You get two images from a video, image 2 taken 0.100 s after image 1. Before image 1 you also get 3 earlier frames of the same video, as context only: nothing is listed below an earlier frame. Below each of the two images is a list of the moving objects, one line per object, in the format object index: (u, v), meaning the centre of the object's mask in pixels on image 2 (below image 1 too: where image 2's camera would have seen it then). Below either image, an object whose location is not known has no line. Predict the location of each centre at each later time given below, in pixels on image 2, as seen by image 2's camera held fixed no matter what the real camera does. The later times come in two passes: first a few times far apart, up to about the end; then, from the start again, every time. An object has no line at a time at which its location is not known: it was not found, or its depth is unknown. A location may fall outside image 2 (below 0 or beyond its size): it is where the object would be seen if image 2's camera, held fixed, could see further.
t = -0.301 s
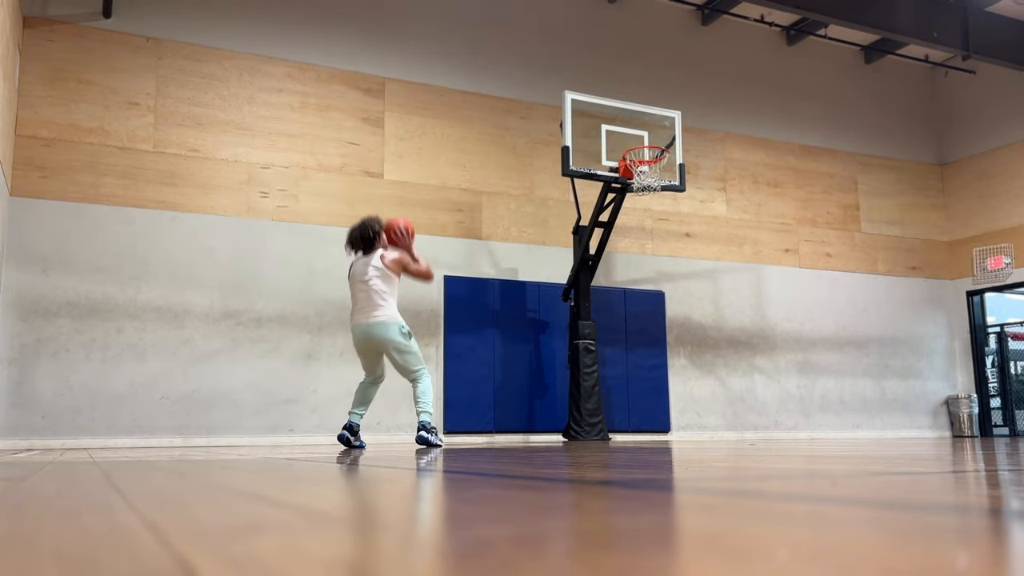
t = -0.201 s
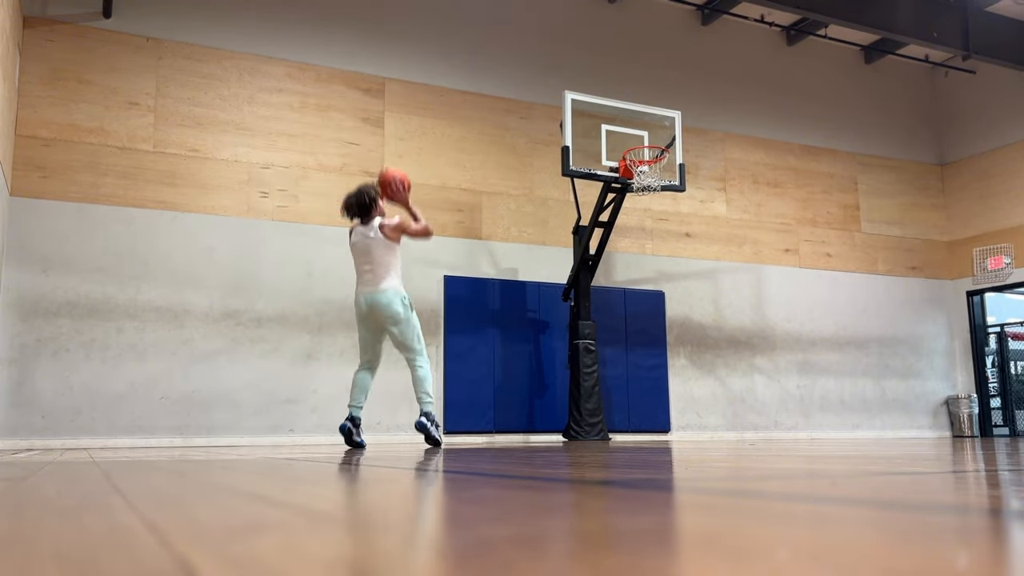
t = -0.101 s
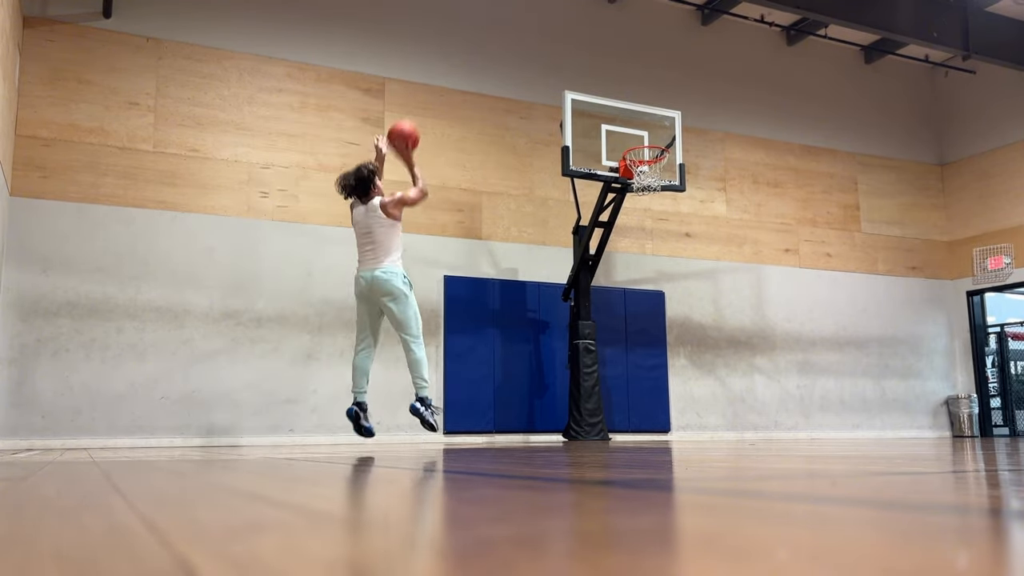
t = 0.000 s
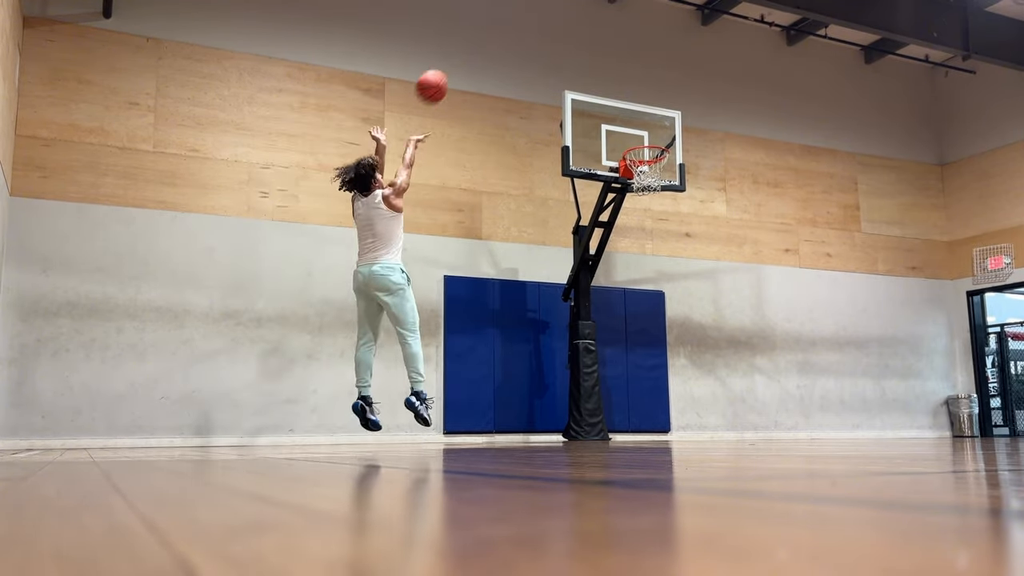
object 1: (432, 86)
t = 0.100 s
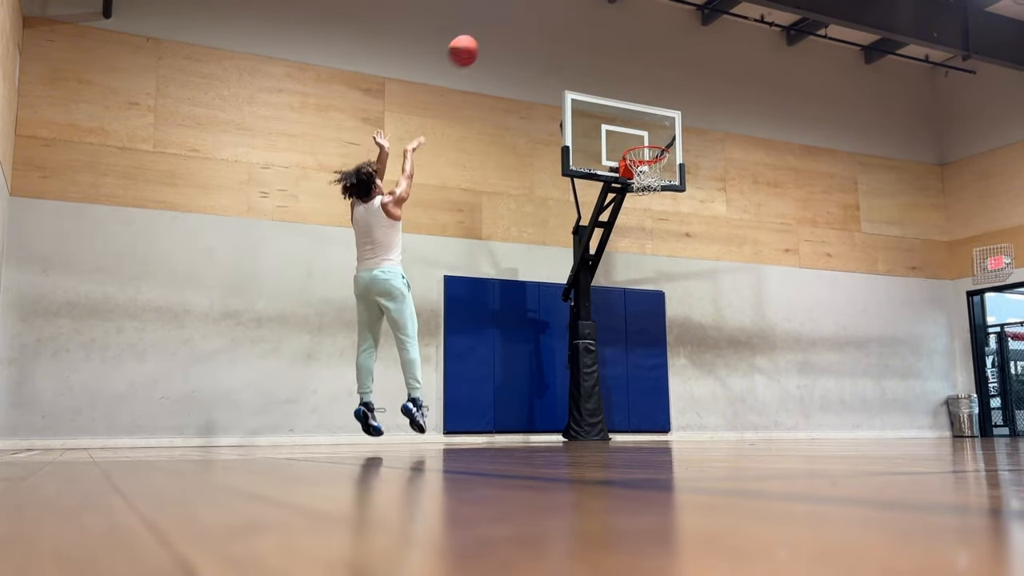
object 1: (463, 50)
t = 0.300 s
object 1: (517, 19)
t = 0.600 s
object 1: (586, 47)
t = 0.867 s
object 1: (638, 134)
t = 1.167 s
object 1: (655, 195)
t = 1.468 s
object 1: (654, 283)
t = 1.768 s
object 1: (654, 415)
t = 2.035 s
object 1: (632, 322)
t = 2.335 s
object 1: (610, 293)
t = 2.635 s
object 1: (589, 346)
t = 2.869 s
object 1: (573, 414)
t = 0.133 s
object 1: (473, 42)
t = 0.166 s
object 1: (482, 35)
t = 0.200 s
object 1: (491, 29)
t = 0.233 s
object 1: (500, 24)
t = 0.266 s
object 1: (509, 21)
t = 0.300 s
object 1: (517, 19)
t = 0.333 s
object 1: (526, 18)
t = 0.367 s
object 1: (534, 18)
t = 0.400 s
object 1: (541, 19)
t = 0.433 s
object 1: (549, 22)
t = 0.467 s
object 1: (557, 25)
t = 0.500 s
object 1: (564, 29)
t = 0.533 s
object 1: (571, 34)
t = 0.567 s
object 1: (579, 40)
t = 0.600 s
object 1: (586, 47)
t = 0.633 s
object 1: (592, 55)
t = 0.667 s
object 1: (599, 64)
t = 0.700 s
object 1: (606, 73)
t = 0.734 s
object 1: (613, 84)
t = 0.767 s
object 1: (619, 95)
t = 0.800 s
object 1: (626, 108)
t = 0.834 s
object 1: (632, 120)
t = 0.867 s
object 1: (638, 134)
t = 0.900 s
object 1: (647, 147)
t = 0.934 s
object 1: (650, 162)
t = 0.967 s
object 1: (657, 175)
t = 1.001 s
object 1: (656, 181)
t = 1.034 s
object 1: (656, 181)
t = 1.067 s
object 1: (656, 183)
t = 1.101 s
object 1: (656, 186)
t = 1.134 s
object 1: (655, 191)
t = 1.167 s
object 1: (655, 195)
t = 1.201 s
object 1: (655, 201)
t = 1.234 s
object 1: (654, 208)
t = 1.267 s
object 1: (654, 216)
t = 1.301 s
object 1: (654, 225)
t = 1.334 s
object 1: (654, 234)
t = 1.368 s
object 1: (654, 245)
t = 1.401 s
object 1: (654, 257)
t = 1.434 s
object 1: (654, 270)
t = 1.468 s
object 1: (654, 283)
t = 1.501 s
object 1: (654, 299)
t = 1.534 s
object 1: (654, 314)
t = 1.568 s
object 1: (655, 330)
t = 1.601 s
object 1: (655, 348)
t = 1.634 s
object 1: (656, 367)
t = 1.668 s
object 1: (656, 386)
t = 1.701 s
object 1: (657, 407)
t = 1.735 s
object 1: (657, 428)
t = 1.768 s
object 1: (654, 415)
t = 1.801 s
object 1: (651, 400)
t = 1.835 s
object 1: (649, 386)
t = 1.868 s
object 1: (646, 373)
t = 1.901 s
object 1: (643, 361)
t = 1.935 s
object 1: (640, 349)
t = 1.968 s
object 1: (638, 339)
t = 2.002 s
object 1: (635, 330)
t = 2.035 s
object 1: (632, 322)
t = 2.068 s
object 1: (630, 315)
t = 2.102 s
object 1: (627, 308)
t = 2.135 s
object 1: (625, 303)
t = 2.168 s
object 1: (622, 299)
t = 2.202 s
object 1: (619, 296)
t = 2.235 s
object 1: (617, 294)
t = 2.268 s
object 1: (615, 292)
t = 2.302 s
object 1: (612, 292)
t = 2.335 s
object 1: (610, 293)
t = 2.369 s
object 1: (607, 295)
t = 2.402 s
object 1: (605, 297)
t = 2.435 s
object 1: (603, 301)
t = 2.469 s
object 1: (600, 306)
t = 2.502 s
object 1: (598, 311)
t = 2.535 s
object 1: (596, 319)
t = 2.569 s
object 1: (593, 327)
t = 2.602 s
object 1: (591, 336)
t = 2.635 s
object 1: (589, 346)
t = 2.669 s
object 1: (586, 358)
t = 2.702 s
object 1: (584, 371)
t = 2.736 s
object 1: (582, 385)
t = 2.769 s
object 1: (580, 399)
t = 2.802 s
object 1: (577, 416)
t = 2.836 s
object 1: (575, 427)
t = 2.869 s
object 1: (573, 414)
